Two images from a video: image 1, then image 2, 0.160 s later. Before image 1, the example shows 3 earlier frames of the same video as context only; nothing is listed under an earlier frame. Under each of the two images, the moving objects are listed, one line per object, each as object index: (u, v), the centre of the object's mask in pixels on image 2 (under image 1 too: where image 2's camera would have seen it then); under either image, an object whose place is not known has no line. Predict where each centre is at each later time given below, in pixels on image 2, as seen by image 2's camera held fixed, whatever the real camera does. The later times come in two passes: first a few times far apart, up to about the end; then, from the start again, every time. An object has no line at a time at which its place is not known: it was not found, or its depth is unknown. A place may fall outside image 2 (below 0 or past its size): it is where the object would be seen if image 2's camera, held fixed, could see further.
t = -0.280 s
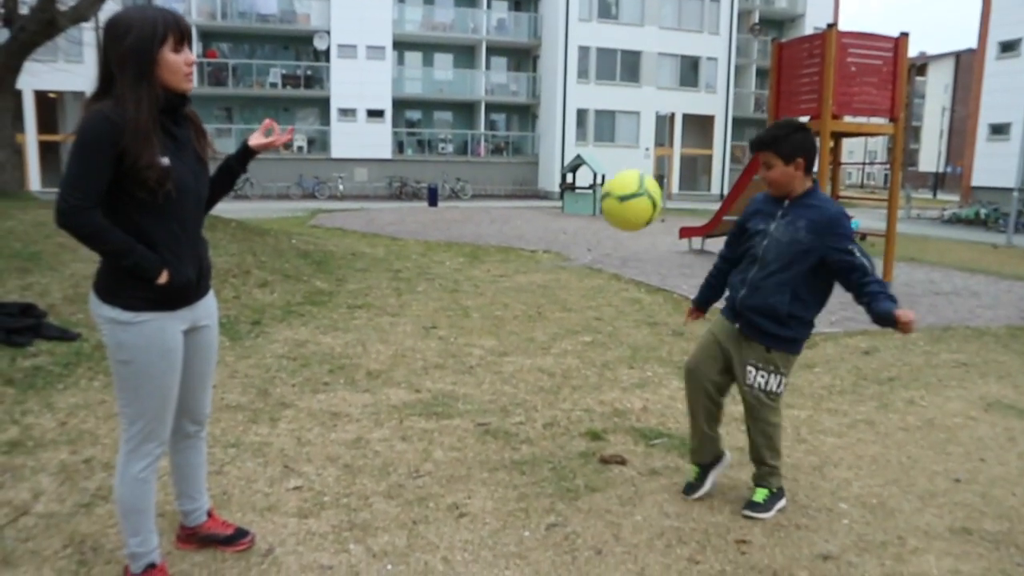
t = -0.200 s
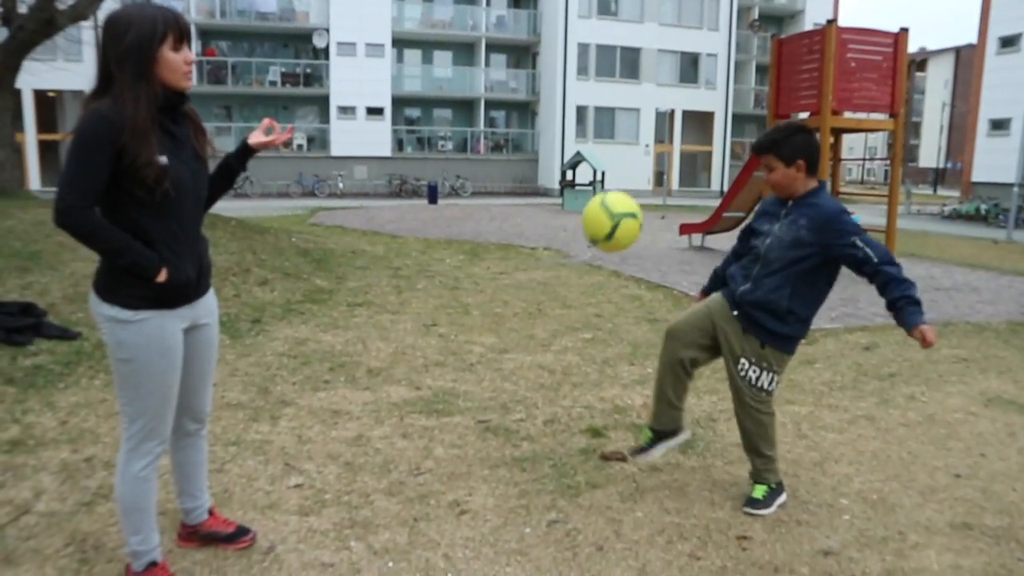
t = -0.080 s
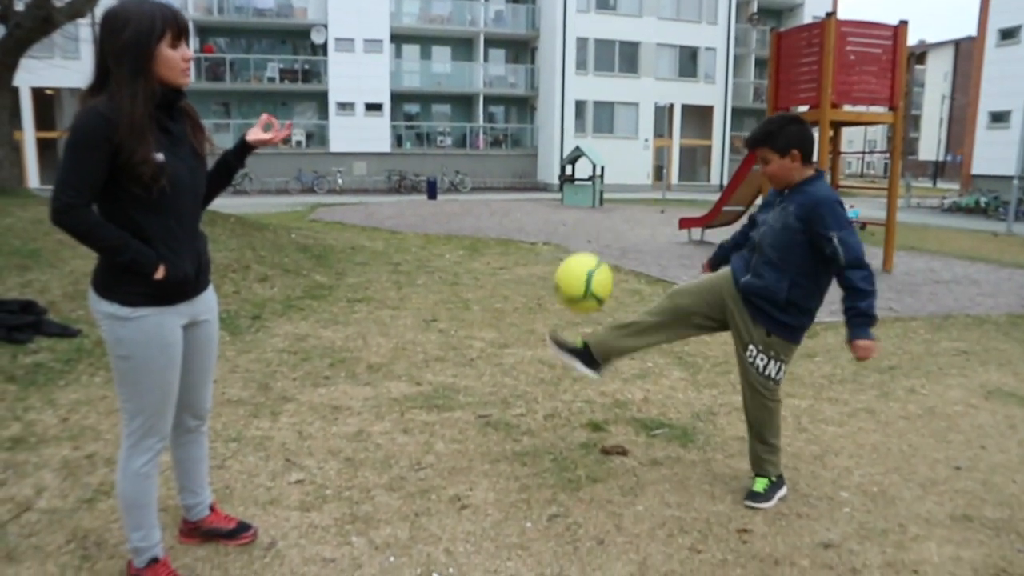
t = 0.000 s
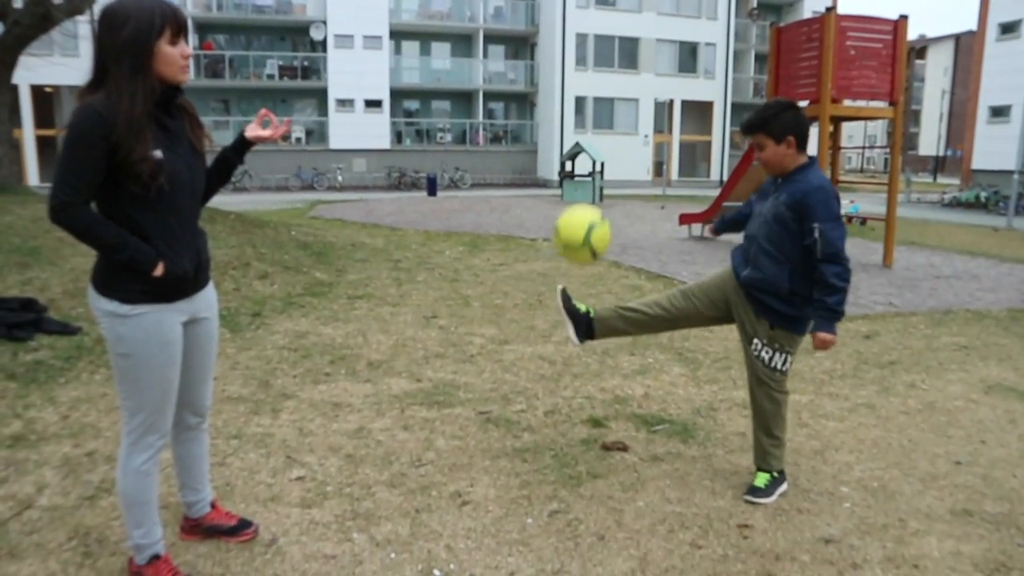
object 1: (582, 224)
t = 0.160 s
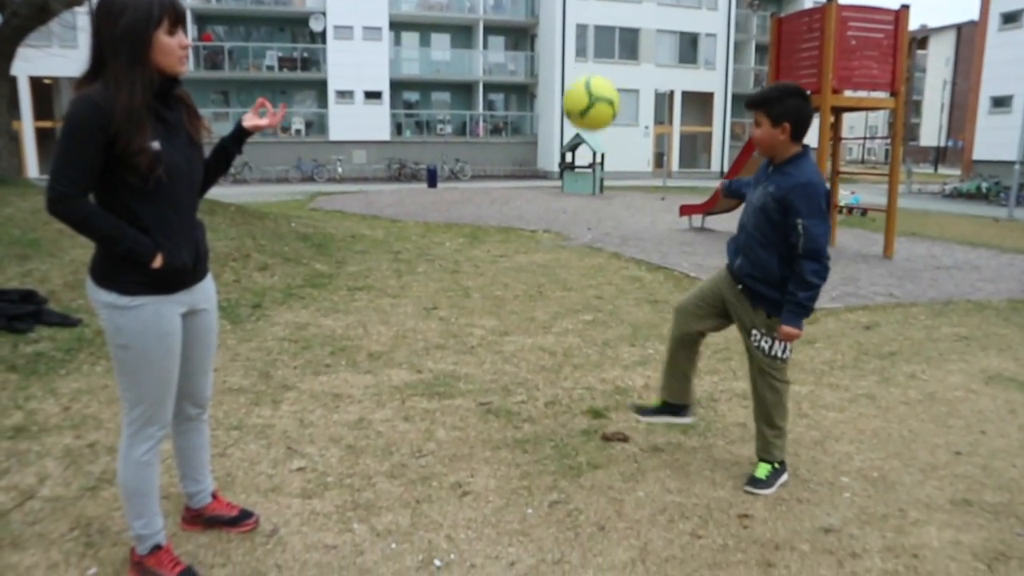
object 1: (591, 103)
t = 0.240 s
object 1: (595, 67)
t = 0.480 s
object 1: (602, 59)
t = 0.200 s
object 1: (593, 83)
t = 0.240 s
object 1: (595, 67)
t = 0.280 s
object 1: (596, 56)
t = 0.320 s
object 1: (598, 49)
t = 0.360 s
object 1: (599, 46)
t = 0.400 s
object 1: (600, 47)
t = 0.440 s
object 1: (601, 51)
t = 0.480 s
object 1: (602, 59)
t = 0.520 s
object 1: (603, 71)
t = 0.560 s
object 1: (603, 86)
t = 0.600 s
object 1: (604, 105)
